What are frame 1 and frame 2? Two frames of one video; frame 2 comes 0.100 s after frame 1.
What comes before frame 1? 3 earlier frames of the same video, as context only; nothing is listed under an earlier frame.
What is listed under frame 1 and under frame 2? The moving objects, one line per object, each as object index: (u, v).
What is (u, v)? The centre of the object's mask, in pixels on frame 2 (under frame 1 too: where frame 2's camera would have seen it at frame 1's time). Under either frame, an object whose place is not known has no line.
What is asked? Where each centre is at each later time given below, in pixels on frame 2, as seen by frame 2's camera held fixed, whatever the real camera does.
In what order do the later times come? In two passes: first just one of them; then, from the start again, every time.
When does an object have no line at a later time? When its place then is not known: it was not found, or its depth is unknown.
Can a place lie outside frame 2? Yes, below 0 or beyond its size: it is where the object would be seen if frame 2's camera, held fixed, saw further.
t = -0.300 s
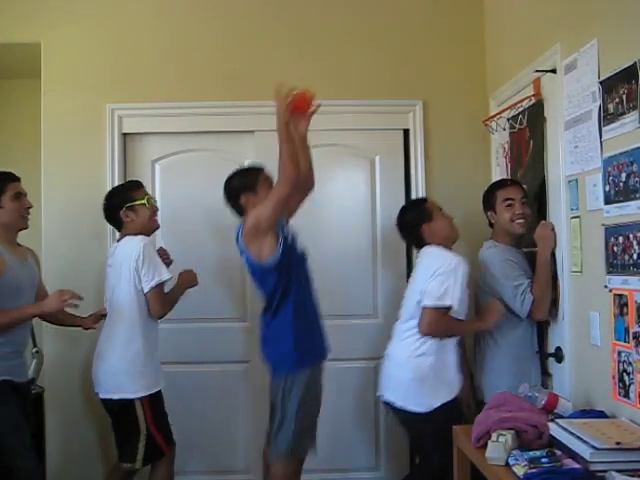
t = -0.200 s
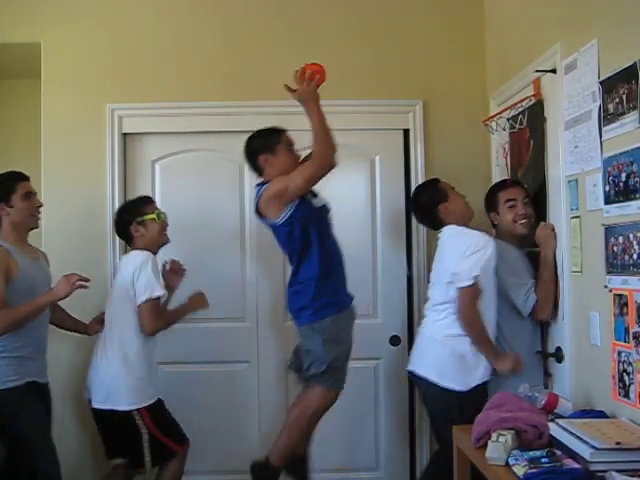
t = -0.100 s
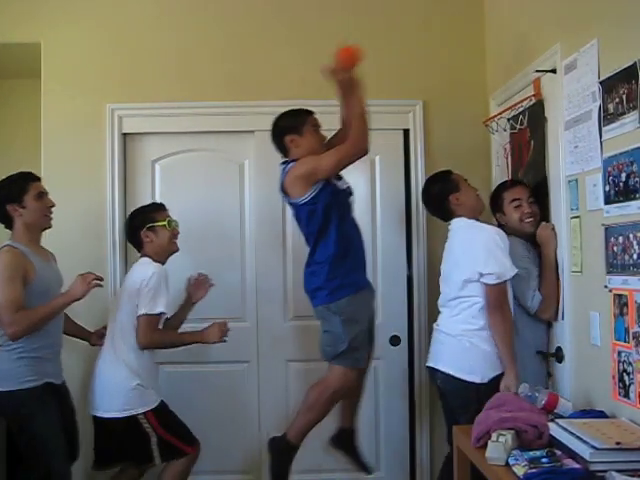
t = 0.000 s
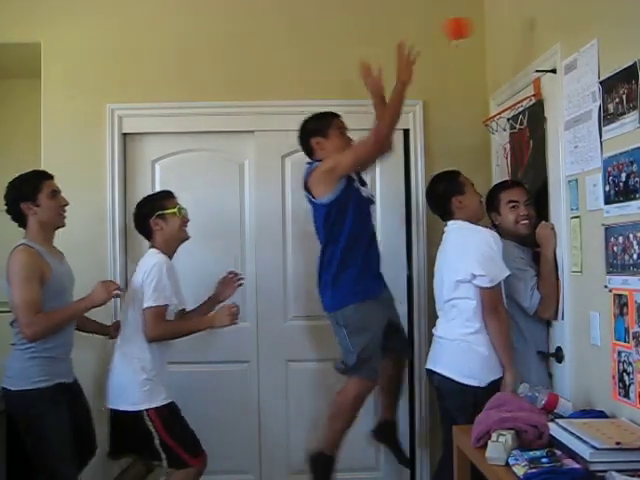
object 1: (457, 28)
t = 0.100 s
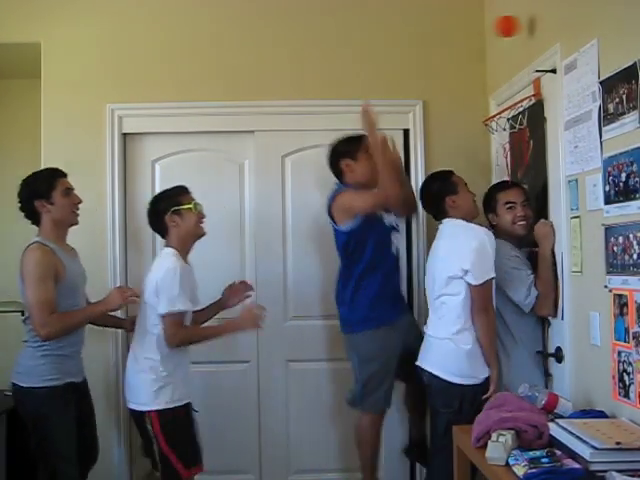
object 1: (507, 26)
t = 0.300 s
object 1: (365, 87)
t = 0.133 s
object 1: (483, 29)
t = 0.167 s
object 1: (459, 36)
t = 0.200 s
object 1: (434, 45)
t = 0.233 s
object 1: (411, 56)
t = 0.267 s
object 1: (388, 71)
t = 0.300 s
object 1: (365, 87)
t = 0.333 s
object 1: (342, 106)
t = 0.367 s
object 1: (319, 128)
